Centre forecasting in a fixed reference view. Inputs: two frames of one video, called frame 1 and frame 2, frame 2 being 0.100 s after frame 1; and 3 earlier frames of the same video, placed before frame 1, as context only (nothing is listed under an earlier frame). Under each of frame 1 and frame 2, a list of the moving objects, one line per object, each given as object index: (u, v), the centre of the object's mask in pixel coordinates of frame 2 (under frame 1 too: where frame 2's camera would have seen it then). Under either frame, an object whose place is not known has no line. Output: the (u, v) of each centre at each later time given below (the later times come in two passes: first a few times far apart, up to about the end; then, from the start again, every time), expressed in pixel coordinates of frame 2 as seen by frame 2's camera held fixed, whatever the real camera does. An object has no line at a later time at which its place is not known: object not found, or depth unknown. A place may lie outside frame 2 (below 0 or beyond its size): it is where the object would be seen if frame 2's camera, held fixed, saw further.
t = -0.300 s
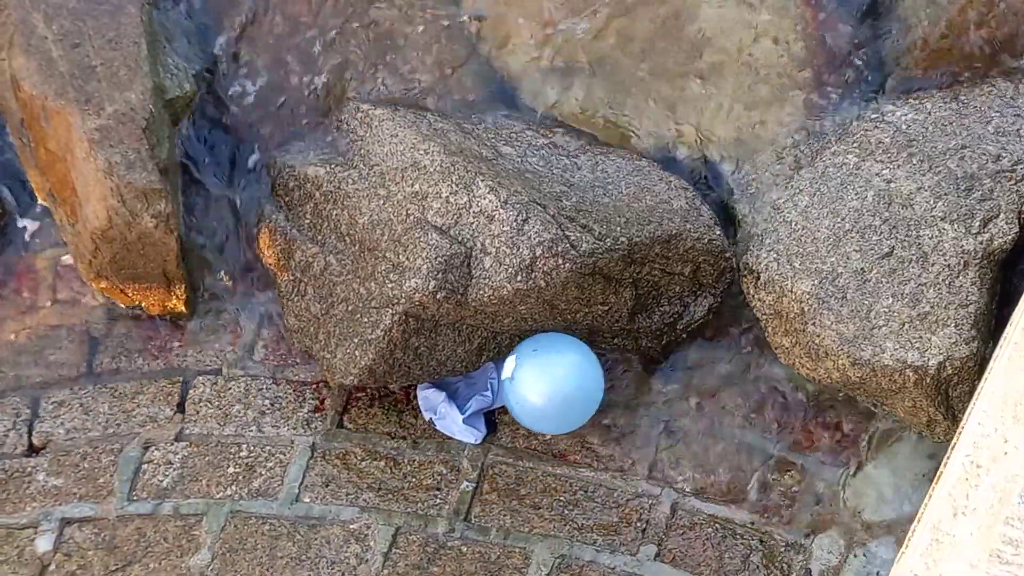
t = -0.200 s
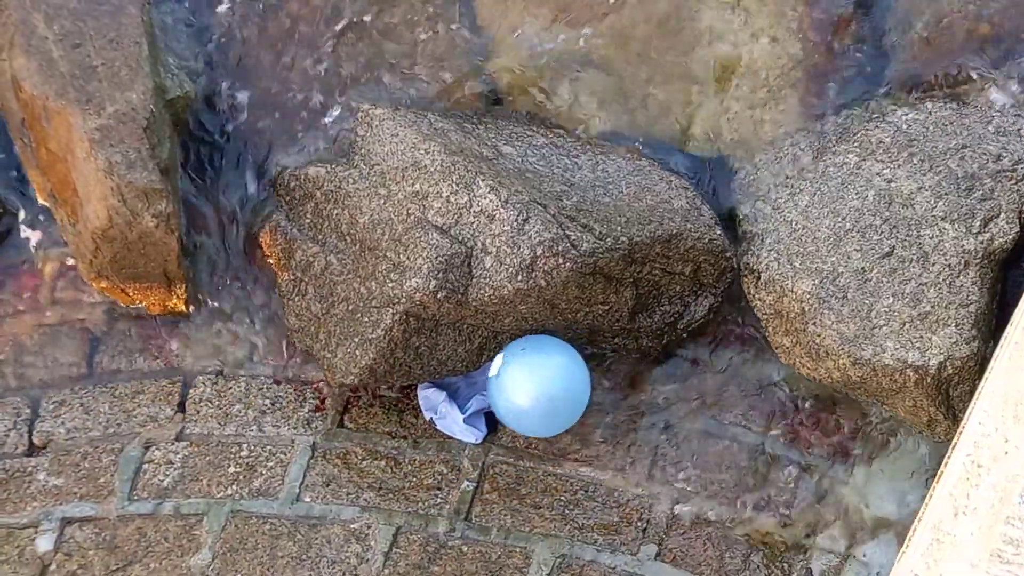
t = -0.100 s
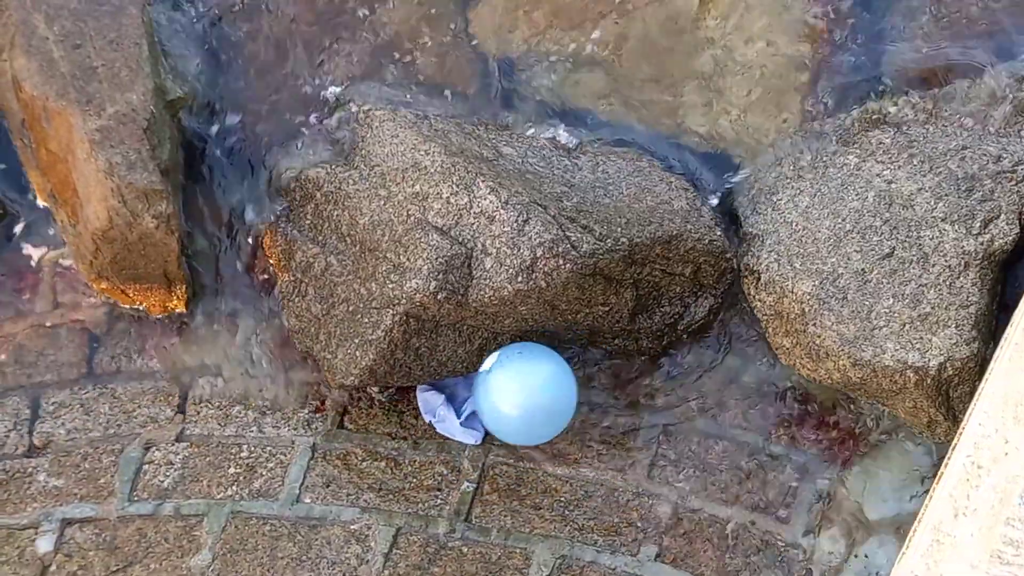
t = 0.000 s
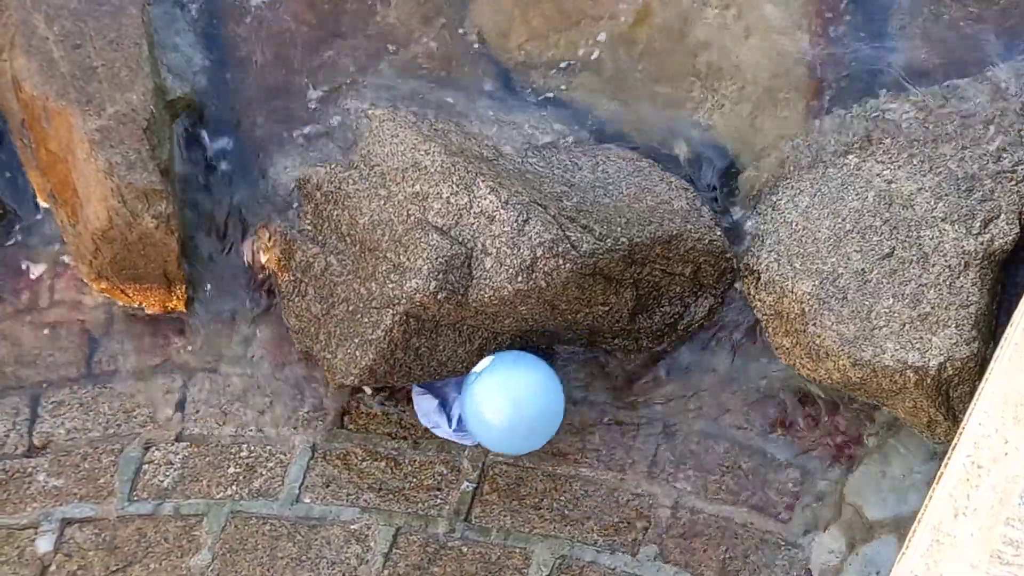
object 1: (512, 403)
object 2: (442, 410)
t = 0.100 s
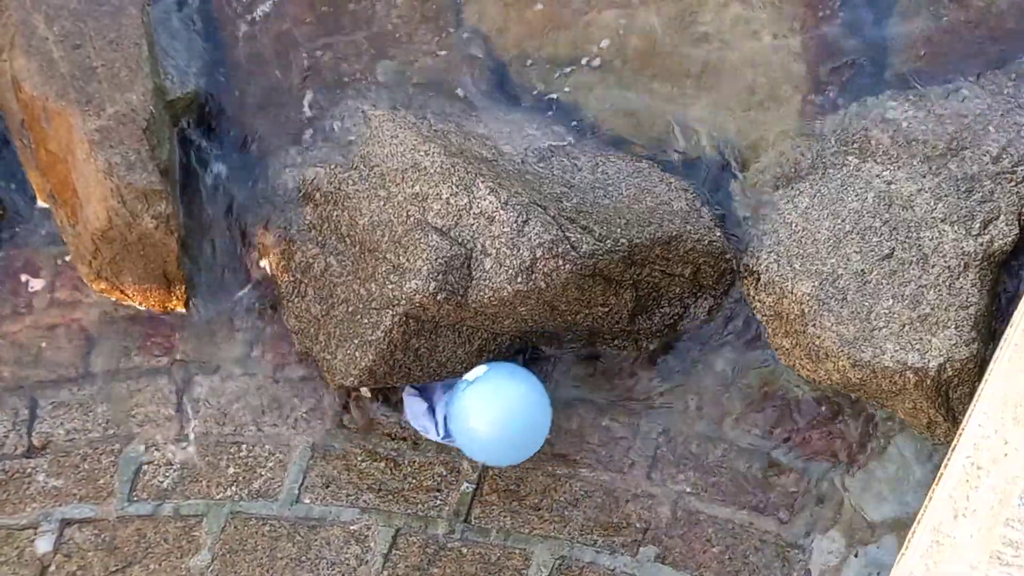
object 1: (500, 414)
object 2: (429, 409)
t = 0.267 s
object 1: (475, 434)
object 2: (412, 410)
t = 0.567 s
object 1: (458, 482)
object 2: (416, 421)
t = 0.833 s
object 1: (503, 518)
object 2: (408, 426)
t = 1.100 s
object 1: (560, 513)
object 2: (380, 417)
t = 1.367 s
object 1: (590, 501)
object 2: (342, 405)
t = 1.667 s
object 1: (601, 466)
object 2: (294, 383)
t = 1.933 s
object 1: (629, 417)
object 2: (265, 356)
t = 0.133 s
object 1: (494, 418)
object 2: (425, 409)
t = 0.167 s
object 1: (490, 421)
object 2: (422, 410)
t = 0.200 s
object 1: (485, 425)
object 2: (418, 410)
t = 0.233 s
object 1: (479, 429)
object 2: (416, 410)
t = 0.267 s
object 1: (475, 434)
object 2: (412, 410)
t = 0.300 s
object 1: (469, 439)
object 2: (411, 410)
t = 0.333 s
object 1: (465, 445)
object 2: (420, 407)
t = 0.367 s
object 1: (461, 452)
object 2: (418, 409)
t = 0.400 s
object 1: (459, 458)
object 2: (421, 409)
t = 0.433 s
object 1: (457, 462)
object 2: (419, 411)
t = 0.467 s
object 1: (456, 467)
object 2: (418, 413)
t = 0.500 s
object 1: (456, 470)
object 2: (418, 415)
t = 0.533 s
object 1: (456, 476)
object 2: (418, 416)
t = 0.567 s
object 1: (458, 482)
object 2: (416, 421)
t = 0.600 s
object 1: (460, 488)
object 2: (415, 424)
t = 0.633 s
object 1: (465, 495)
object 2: (416, 426)
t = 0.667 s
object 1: (470, 501)
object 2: (416, 428)
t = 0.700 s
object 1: (476, 506)
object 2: (415, 428)
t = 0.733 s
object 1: (482, 510)
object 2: (414, 427)
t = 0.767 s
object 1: (488, 513)
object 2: (413, 427)
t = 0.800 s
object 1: (495, 516)
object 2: (410, 427)
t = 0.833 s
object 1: (503, 518)
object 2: (408, 426)
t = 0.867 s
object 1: (511, 519)
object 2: (403, 426)
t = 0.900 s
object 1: (519, 518)
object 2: (402, 424)
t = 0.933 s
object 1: (526, 516)
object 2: (399, 422)
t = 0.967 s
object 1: (534, 515)
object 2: (395, 421)
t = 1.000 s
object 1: (541, 514)
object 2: (392, 420)
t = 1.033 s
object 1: (547, 515)
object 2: (389, 418)
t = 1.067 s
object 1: (554, 515)
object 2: (384, 418)
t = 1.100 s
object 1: (560, 513)
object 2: (380, 417)
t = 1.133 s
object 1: (566, 511)
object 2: (375, 416)
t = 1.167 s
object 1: (571, 510)
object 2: (370, 414)
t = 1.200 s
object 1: (575, 508)
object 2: (365, 413)
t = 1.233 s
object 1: (579, 506)
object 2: (358, 411)
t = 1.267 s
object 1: (583, 505)
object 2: (354, 410)
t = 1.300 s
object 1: (586, 504)
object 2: (349, 409)
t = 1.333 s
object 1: (588, 502)
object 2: (345, 407)
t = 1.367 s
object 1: (590, 501)
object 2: (342, 405)
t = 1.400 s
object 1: (592, 498)
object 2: (338, 403)
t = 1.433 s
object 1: (593, 496)
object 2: (334, 402)
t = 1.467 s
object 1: (594, 493)
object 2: (328, 400)
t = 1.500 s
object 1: (596, 489)
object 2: (322, 397)
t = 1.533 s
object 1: (597, 485)
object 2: (316, 395)
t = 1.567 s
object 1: (598, 482)
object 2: (309, 392)
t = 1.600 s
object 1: (599, 477)
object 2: (304, 389)
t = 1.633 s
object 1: (600, 472)
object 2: (299, 386)
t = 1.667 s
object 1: (601, 466)
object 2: (294, 383)
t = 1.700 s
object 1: (602, 459)
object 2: (290, 380)
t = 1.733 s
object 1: (605, 452)
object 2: (285, 376)
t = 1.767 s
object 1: (608, 445)
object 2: (281, 372)
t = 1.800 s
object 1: (611, 439)
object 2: (277, 368)
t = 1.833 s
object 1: (615, 433)
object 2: (273, 365)
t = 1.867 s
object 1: (619, 427)
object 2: (270, 362)
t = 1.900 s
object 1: (624, 422)
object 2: (268, 359)
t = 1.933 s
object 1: (629, 417)
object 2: (265, 356)
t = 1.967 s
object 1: (635, 412)
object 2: (263, 353)
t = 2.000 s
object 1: (641, 407)
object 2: (260, 350)
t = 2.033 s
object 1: (647, 402)
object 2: (258, 348)
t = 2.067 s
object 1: (654, 398)
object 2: (255, 345)
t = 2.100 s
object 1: (662, 394)
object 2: (253, 342)
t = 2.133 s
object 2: (251, 339)
